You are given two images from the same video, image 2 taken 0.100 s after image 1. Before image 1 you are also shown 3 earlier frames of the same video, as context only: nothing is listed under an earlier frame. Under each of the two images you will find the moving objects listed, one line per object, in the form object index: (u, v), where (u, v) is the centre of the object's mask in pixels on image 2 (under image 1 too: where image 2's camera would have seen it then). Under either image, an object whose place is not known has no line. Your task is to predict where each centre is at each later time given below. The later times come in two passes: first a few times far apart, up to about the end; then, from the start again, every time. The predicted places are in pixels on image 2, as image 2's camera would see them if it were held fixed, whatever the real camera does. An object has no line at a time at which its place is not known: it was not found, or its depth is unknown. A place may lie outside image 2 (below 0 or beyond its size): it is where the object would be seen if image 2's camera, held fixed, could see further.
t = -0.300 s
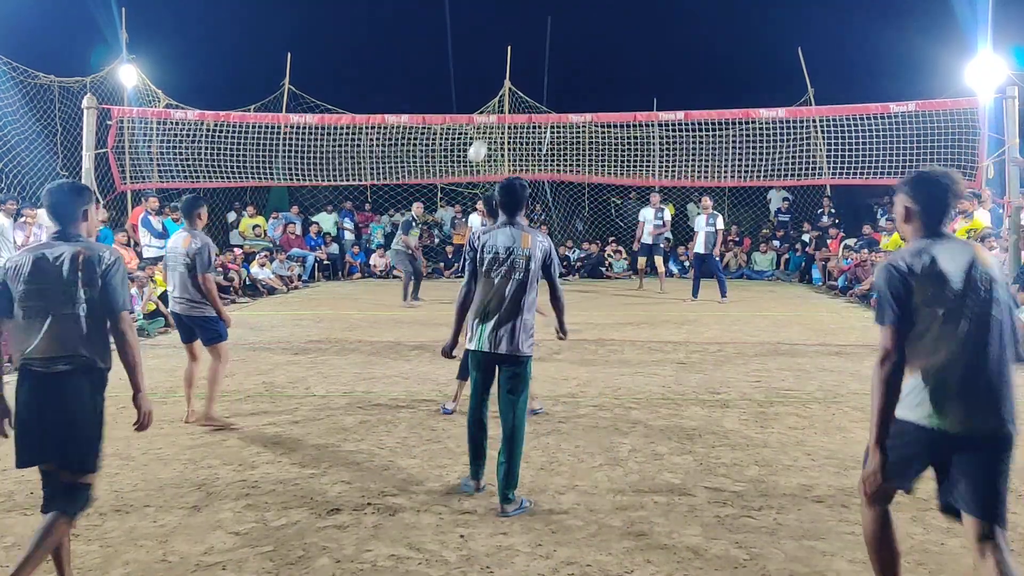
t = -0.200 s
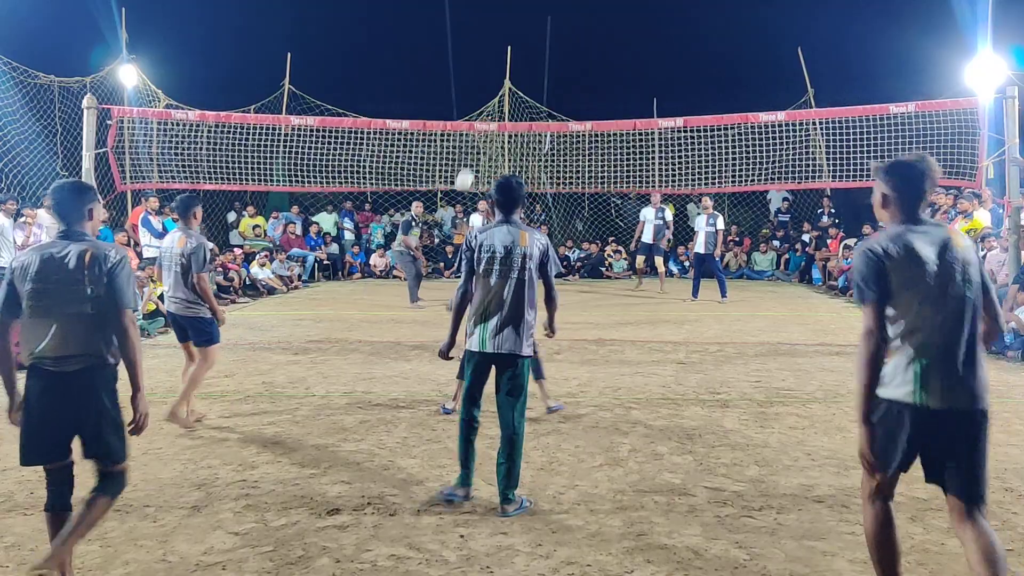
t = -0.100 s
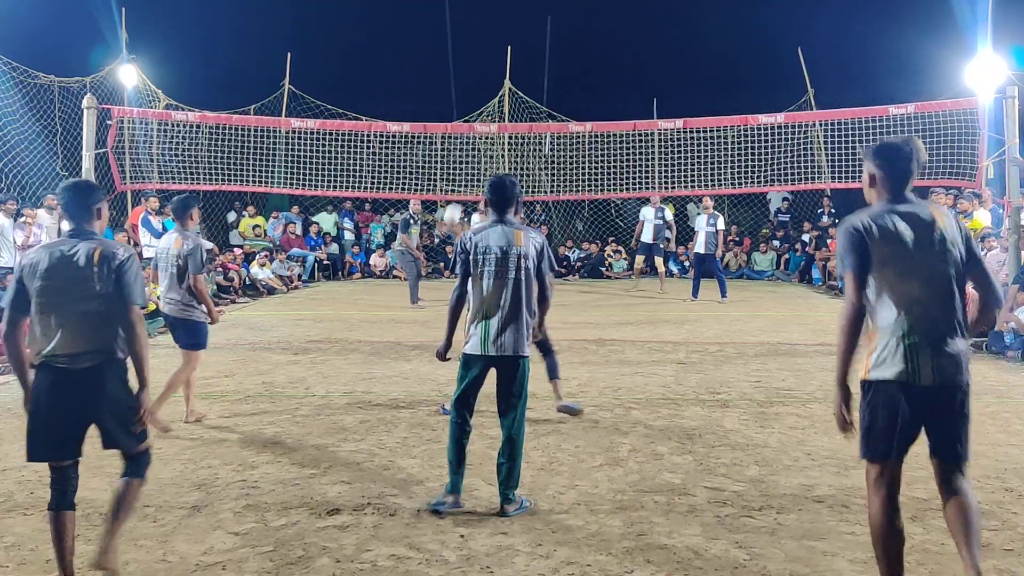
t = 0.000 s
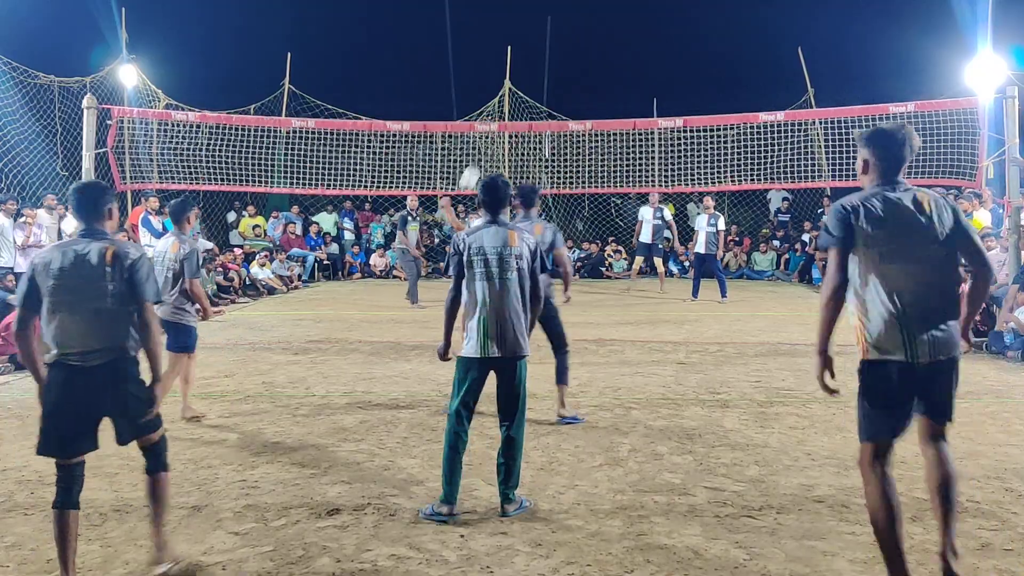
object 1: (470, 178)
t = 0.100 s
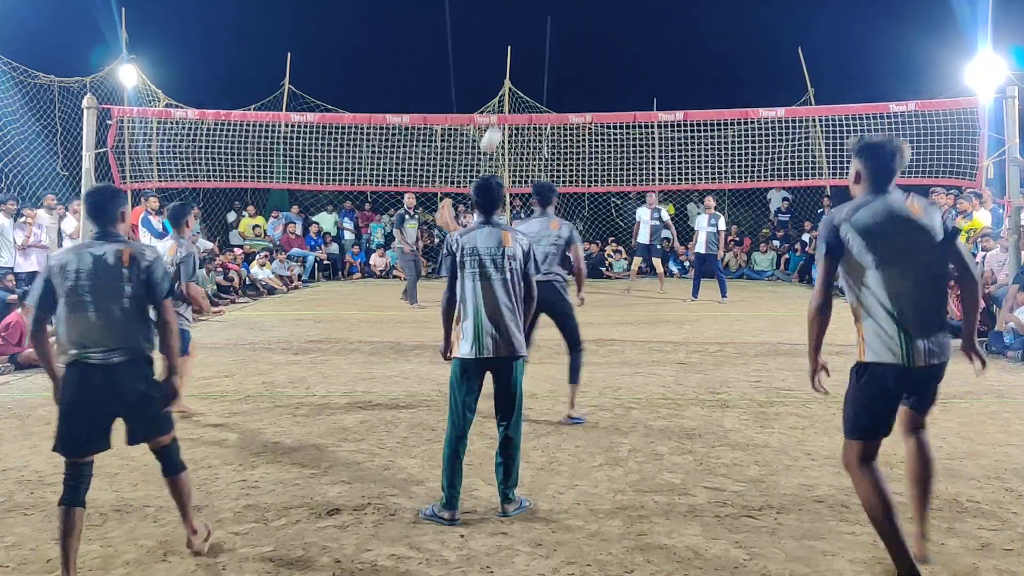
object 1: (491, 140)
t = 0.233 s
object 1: (523, 95)
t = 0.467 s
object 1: (584, 51)
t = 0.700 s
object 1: (655, 56)
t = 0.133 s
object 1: (498, 129)
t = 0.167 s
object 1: (509, 109)
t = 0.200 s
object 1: (515, 104)
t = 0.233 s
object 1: (523, 95)
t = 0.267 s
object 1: (531, 86)
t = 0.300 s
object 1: (539, 79)
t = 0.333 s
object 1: (547, 71)
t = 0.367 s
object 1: (556, 64)
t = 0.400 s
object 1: (565, 59)
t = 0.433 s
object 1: (574, 54)
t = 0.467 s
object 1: (584, 51)
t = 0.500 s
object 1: (593, 48)
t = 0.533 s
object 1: (603, 47)
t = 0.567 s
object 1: (613, 46)
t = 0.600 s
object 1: (623, 47)
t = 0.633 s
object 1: (633, 48)
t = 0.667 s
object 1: (644, 52)
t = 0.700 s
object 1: (655, 56)
